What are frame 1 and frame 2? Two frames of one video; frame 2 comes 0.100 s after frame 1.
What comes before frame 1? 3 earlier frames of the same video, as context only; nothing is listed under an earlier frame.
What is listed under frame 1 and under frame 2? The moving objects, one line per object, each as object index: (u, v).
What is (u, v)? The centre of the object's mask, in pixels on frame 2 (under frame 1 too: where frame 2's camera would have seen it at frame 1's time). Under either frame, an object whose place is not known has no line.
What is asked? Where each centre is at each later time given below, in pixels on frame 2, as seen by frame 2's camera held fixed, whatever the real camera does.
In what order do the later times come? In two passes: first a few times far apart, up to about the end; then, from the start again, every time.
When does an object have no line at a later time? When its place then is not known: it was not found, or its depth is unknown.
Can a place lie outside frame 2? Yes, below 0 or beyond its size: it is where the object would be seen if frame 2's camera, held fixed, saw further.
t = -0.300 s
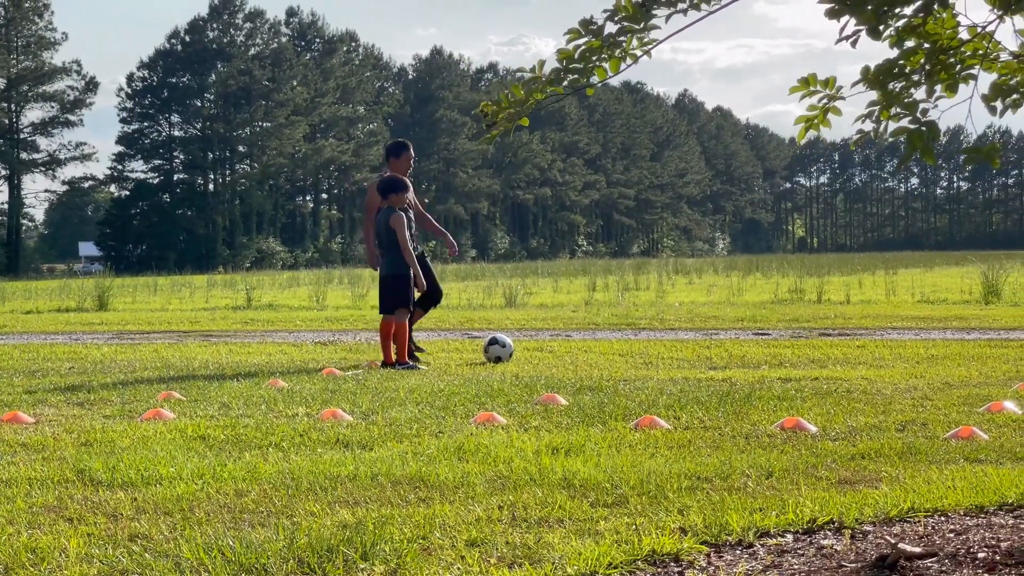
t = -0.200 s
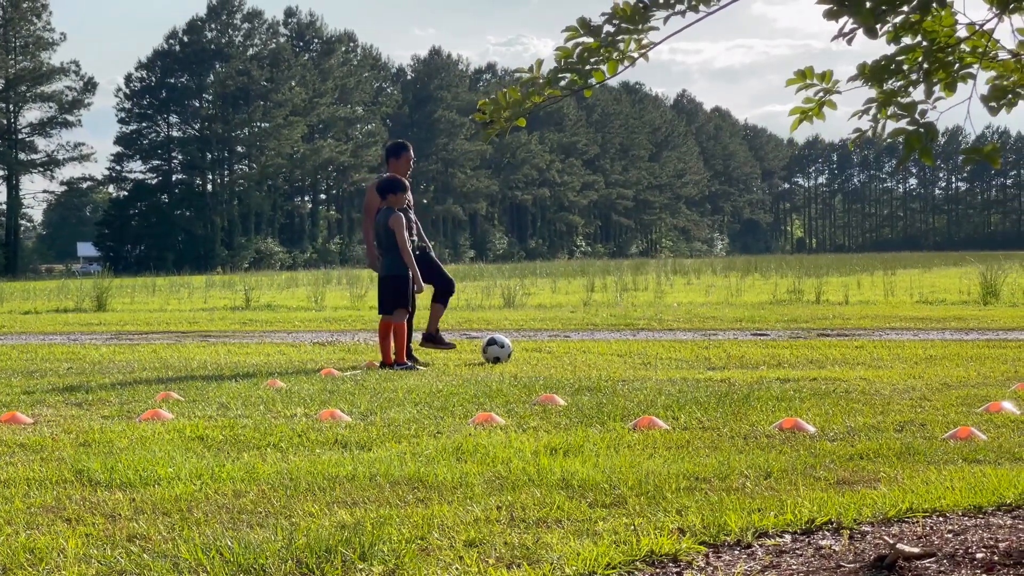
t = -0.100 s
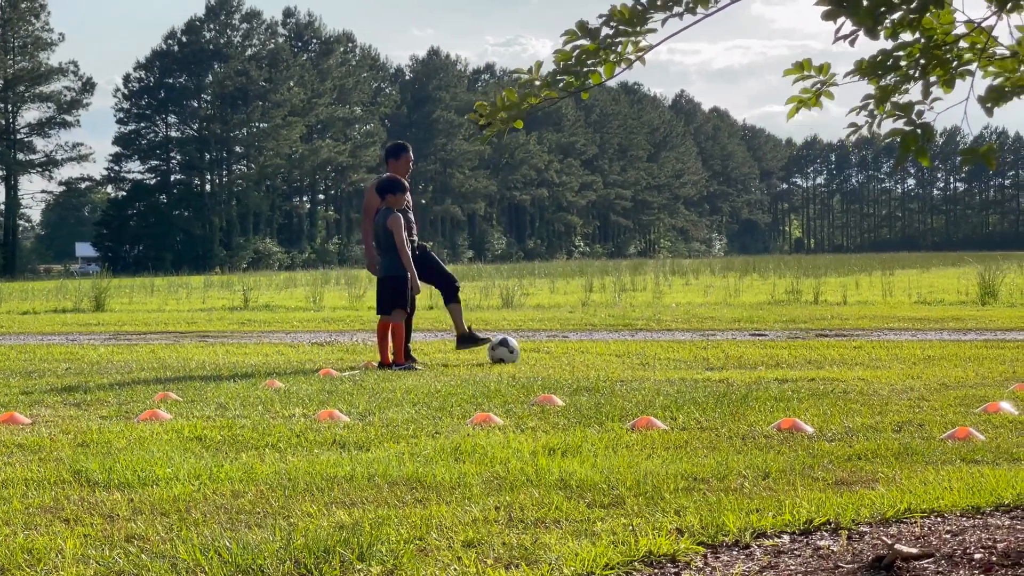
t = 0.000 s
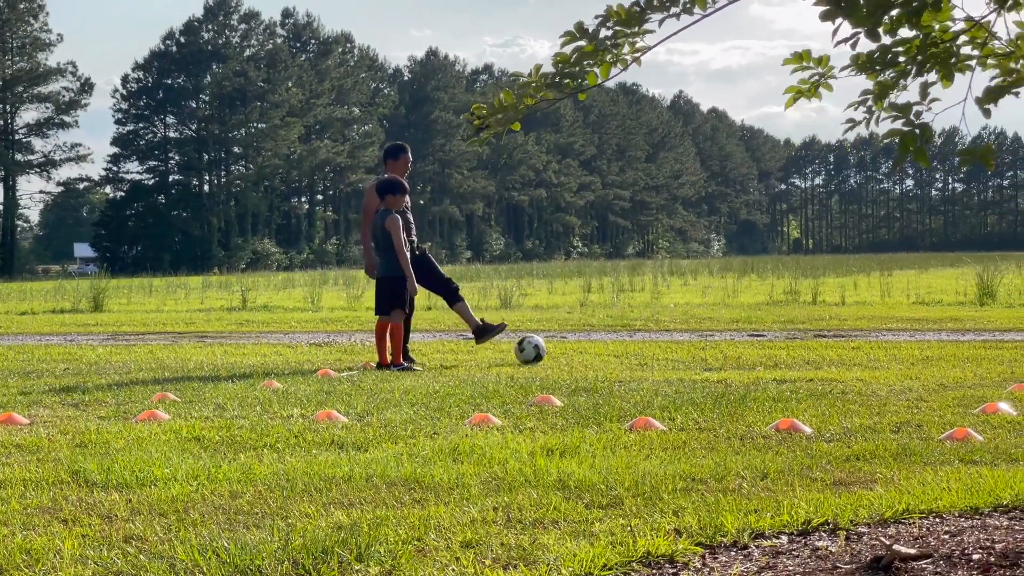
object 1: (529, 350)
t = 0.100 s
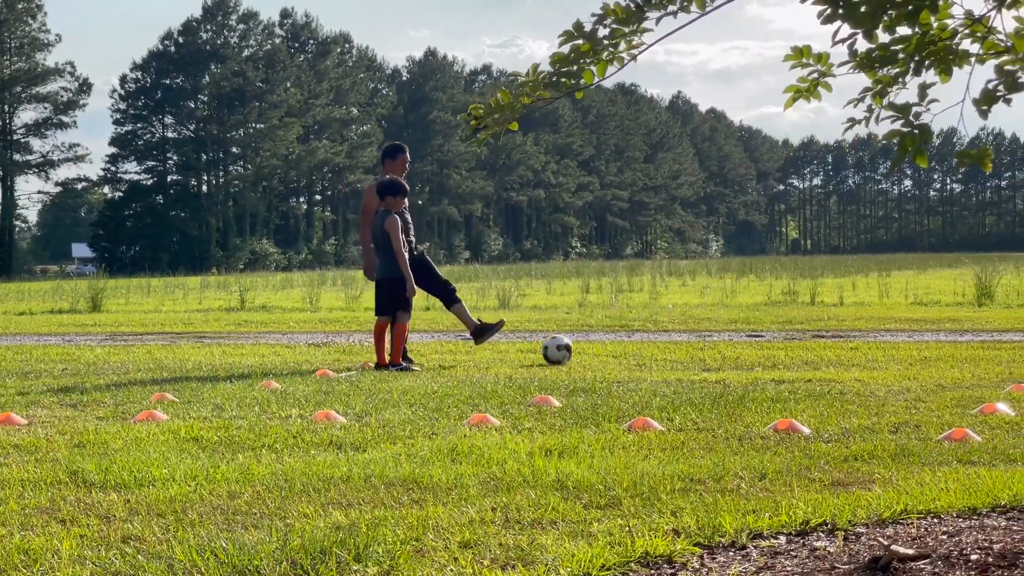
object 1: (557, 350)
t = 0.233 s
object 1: (594, 350)
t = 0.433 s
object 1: (645, 351)
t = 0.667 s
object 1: (701, 351)
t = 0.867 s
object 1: (745, 353)
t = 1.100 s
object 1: (792, 353)
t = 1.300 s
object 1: (828, 353)
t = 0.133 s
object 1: (566, 350)
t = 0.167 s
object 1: (576, 351)
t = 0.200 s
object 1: (585, 351)
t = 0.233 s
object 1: (594, 350)
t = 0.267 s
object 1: (603, 351)
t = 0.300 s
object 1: (611, 352)
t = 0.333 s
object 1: (620, 351)
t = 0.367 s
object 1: (629, 351)
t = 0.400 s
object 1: (637, 351)
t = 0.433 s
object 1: (645, 351)
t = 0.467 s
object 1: (654, 350)
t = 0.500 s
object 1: (662, 351)
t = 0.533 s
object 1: (670, 351)
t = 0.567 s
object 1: (678, 352)
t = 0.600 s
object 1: (686, 351)
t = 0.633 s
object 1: (694, 350)
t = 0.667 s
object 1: (701, 351)
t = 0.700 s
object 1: (709, 352)
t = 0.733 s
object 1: (716, 352)
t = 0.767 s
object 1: (723, 351)
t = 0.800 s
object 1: (730, 352)
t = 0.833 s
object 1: (738, 353)
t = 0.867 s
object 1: (745, 353)
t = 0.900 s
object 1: (752, 352)
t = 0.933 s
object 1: (759, 352)
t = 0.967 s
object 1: (766, 352)
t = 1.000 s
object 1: (772, 353)
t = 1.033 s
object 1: (779, 352)
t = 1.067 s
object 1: (786, 352)
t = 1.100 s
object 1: (792, 353)
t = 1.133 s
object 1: (798, 353)
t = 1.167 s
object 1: (804, 353)
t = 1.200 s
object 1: (810, 353)
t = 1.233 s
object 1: (816, 353)
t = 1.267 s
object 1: (822, 352)
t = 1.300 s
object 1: (828, 353)
